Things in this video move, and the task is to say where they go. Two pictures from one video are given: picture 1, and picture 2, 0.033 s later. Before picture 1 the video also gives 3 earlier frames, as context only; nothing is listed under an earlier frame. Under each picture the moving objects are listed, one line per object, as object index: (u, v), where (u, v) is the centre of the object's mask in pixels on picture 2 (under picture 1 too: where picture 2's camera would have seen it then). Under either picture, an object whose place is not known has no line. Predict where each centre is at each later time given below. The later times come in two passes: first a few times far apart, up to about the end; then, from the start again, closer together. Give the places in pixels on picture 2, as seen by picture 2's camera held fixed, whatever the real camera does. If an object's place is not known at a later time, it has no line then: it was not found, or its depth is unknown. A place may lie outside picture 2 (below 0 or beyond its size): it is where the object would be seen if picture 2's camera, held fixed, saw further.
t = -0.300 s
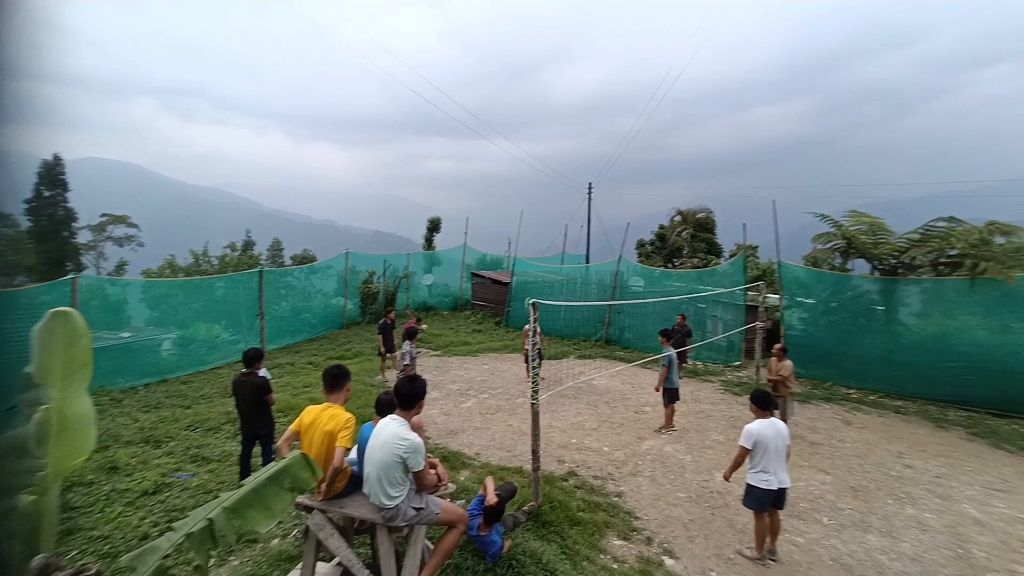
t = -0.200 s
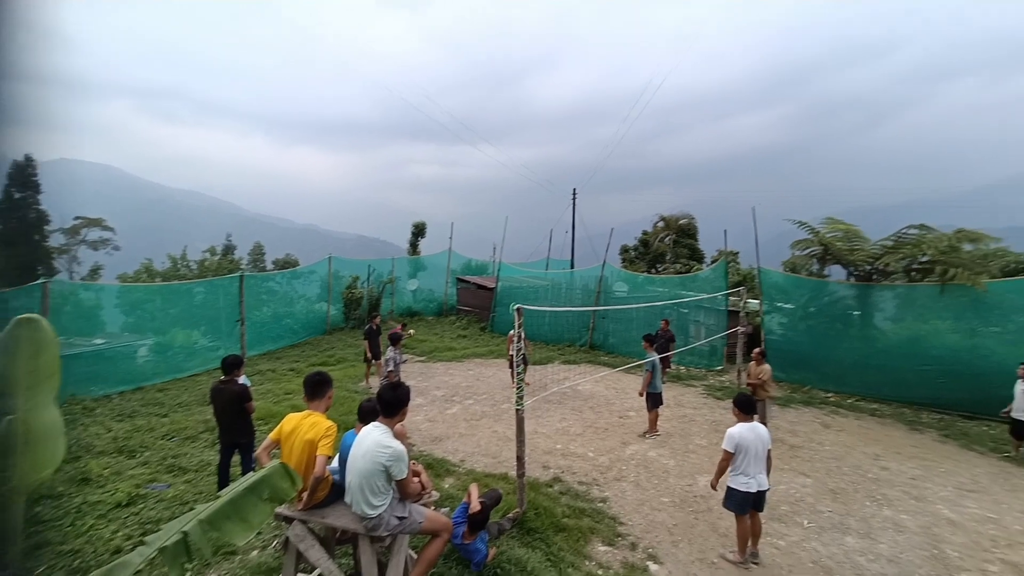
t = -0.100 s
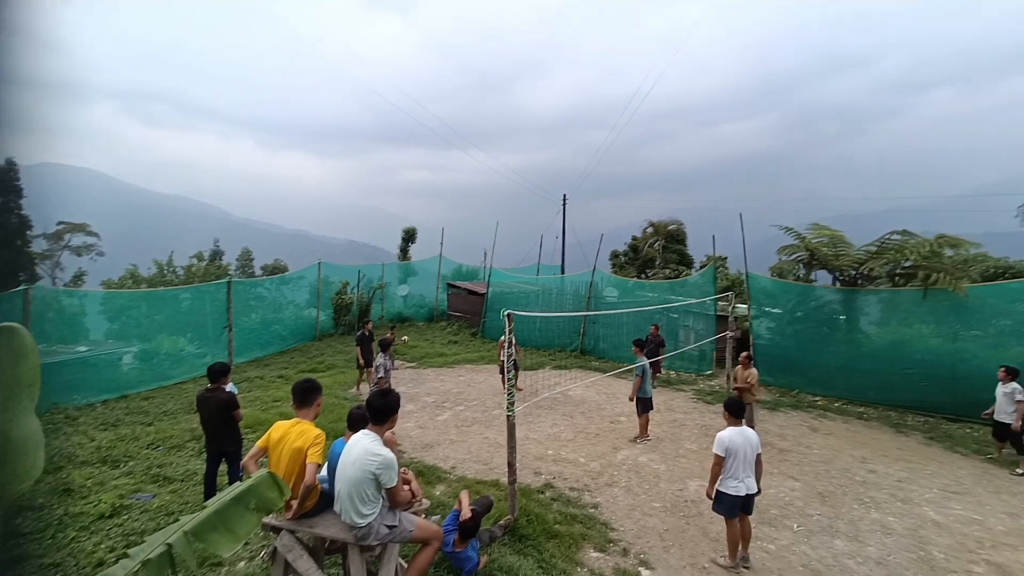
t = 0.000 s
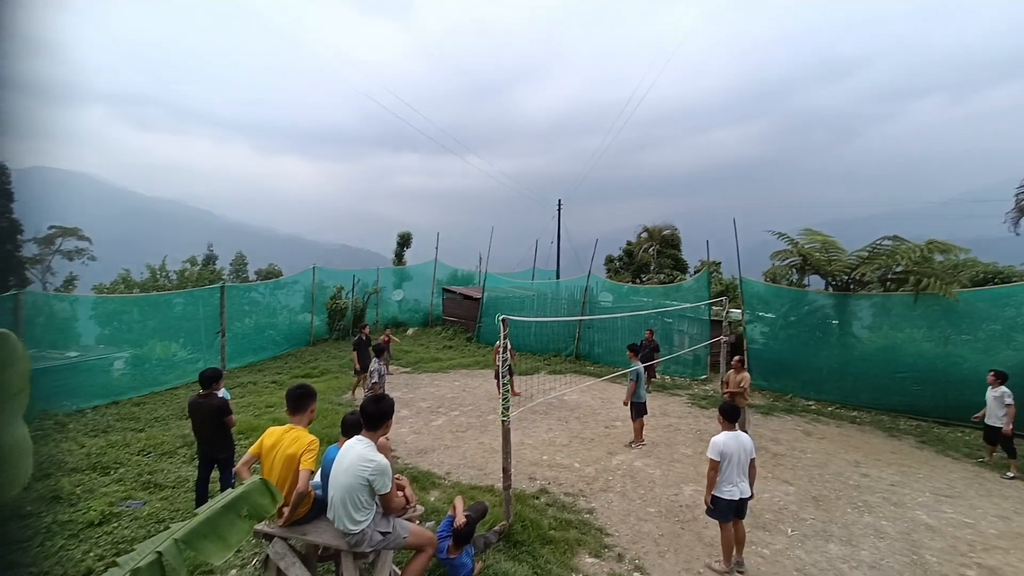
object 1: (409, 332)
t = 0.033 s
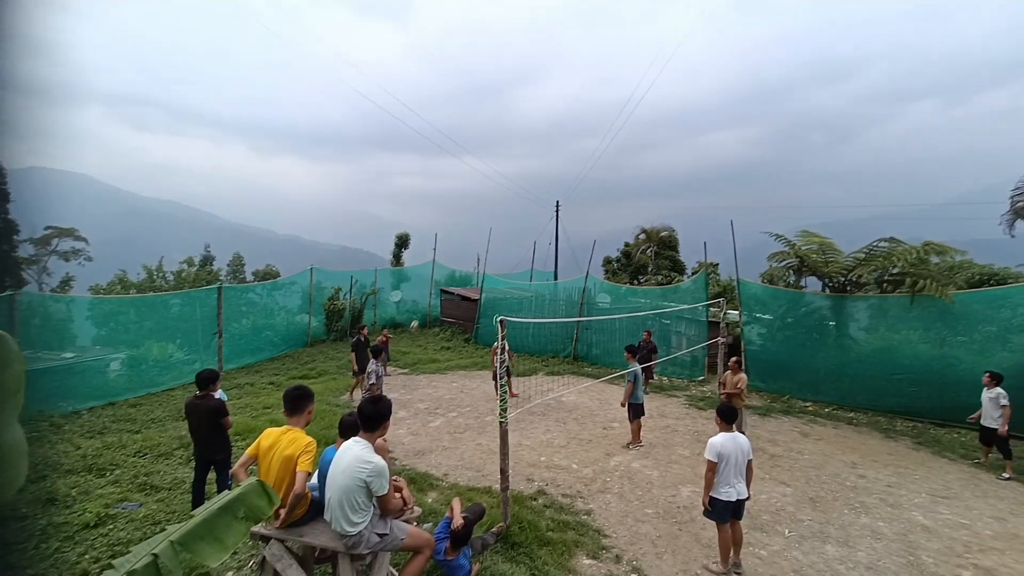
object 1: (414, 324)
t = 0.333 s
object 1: (485, 250)
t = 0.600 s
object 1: (568, 207)
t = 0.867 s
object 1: (670, 194)
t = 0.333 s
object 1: (485, 250)
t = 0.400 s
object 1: (503, 237)
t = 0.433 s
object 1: (513, 231)
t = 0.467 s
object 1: (525, 225)
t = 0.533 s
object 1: (545, 214)
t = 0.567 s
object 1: (556, 211)
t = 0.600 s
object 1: (568, 207)
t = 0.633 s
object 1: (579, 202)
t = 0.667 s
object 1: (590, 199)
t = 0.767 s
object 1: (630, 192)
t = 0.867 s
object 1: (670, 194)
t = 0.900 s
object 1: (684, 193)
